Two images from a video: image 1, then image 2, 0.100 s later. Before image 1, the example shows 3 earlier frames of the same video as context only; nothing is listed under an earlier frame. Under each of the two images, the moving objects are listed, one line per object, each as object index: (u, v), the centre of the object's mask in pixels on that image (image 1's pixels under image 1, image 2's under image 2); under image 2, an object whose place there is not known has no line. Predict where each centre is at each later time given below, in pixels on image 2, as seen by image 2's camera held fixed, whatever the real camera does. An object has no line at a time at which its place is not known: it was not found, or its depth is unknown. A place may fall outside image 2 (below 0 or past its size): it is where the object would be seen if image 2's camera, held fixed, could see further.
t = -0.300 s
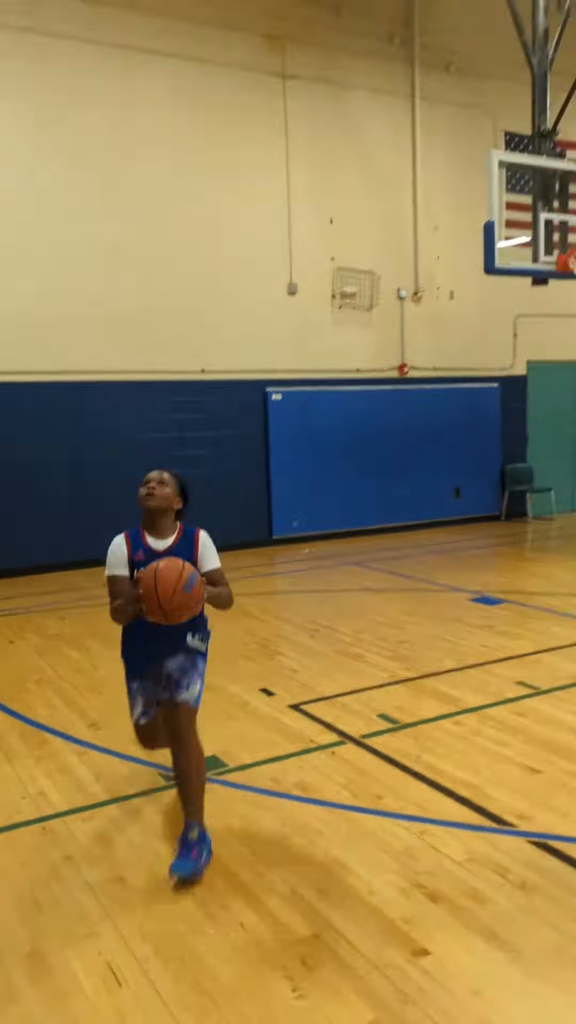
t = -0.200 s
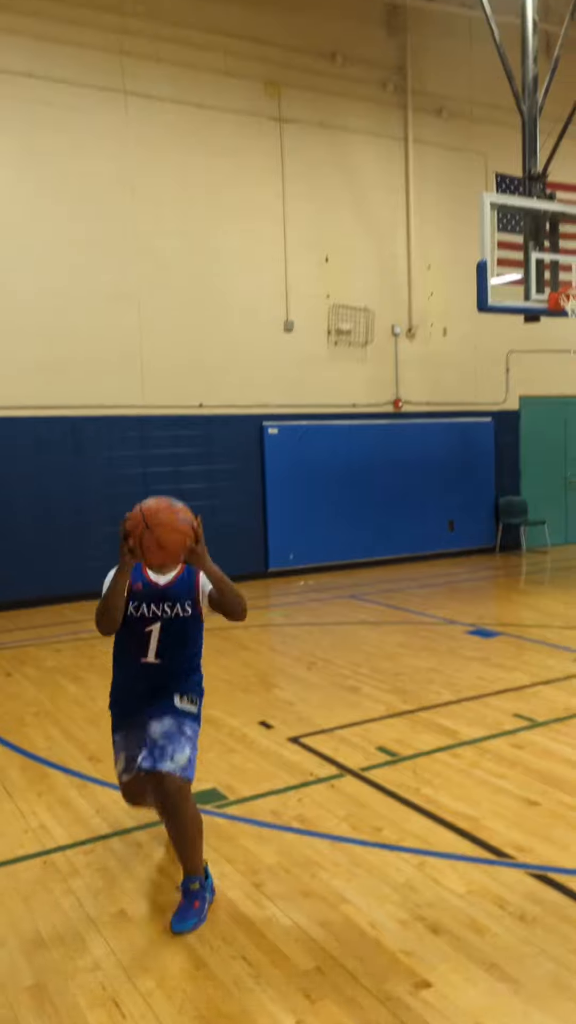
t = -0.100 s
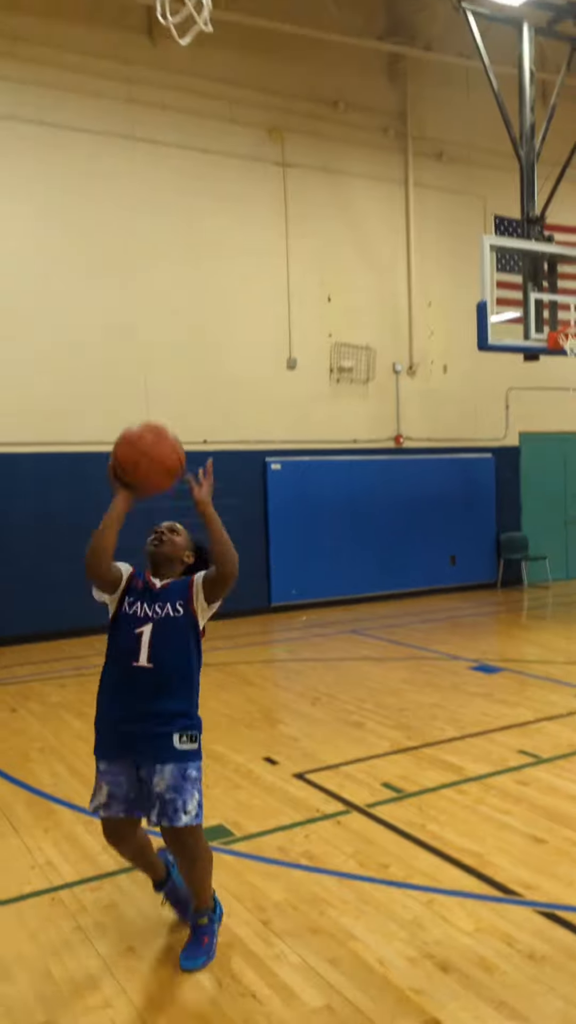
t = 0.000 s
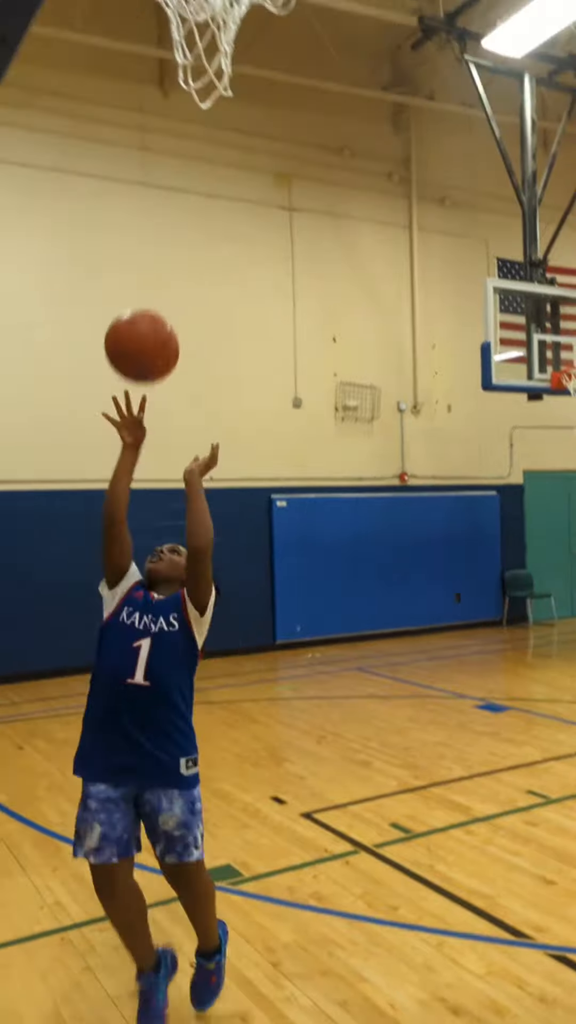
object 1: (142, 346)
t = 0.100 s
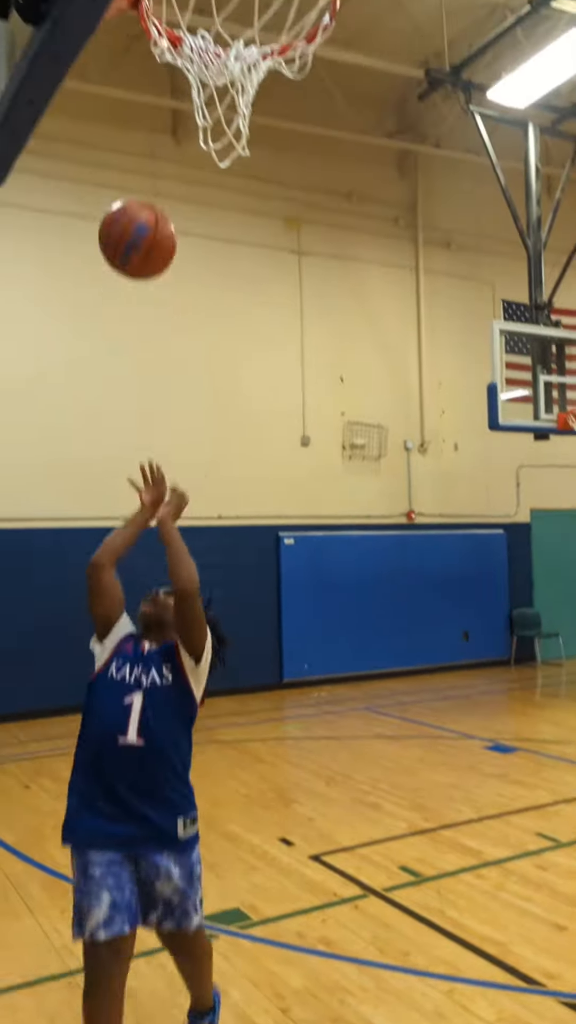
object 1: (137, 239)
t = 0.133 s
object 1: (130, 193)
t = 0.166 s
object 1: (124, 148)
